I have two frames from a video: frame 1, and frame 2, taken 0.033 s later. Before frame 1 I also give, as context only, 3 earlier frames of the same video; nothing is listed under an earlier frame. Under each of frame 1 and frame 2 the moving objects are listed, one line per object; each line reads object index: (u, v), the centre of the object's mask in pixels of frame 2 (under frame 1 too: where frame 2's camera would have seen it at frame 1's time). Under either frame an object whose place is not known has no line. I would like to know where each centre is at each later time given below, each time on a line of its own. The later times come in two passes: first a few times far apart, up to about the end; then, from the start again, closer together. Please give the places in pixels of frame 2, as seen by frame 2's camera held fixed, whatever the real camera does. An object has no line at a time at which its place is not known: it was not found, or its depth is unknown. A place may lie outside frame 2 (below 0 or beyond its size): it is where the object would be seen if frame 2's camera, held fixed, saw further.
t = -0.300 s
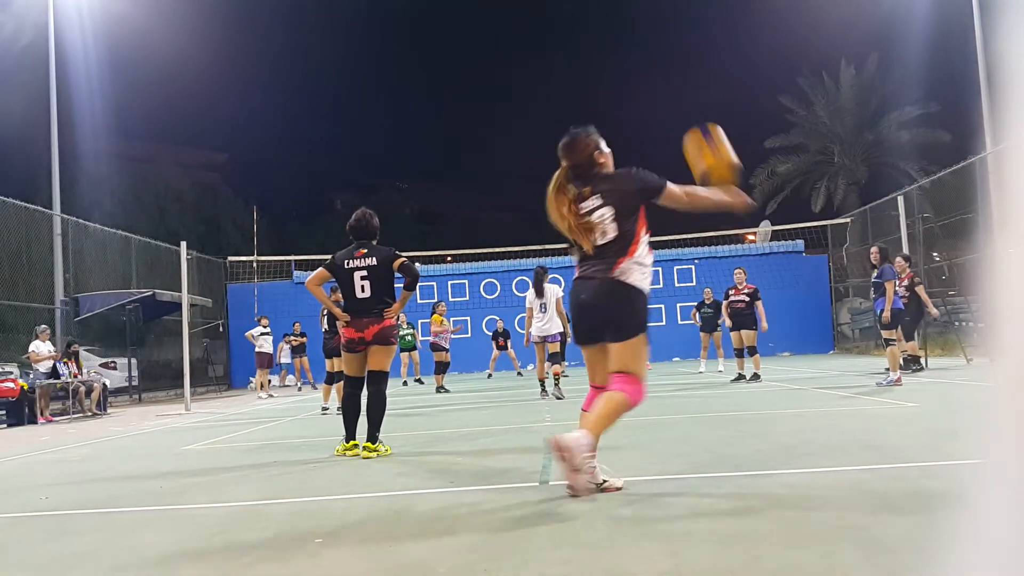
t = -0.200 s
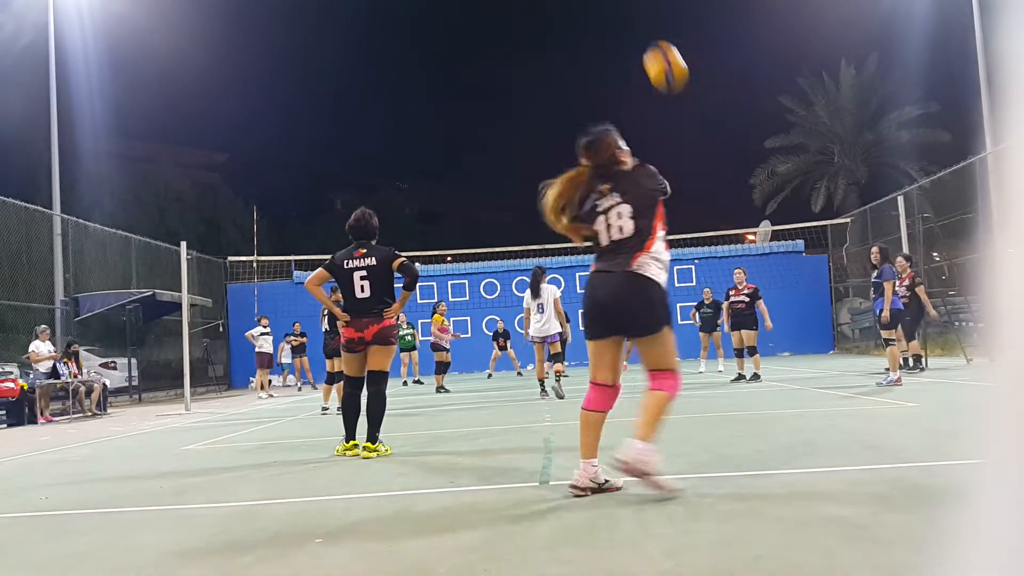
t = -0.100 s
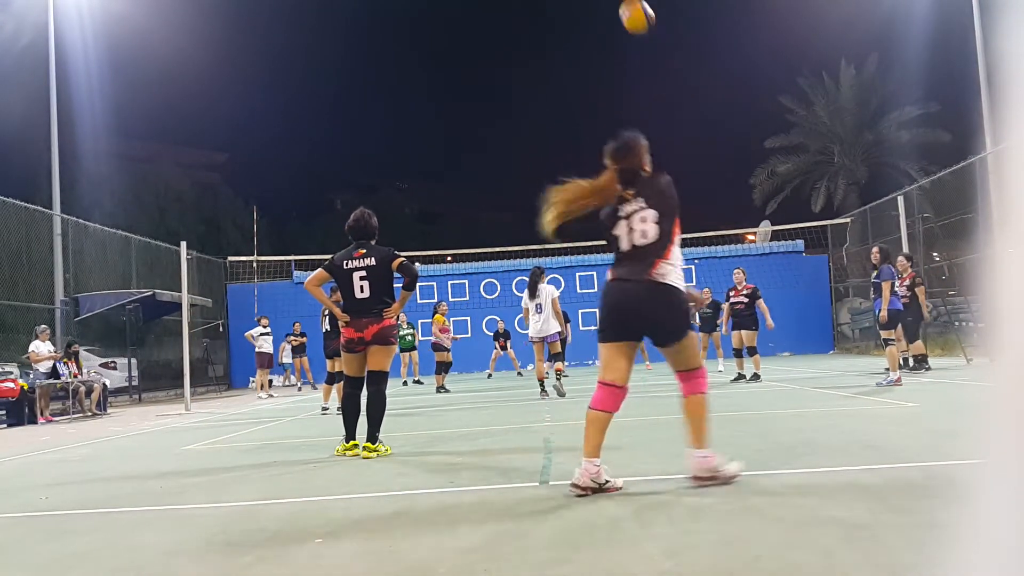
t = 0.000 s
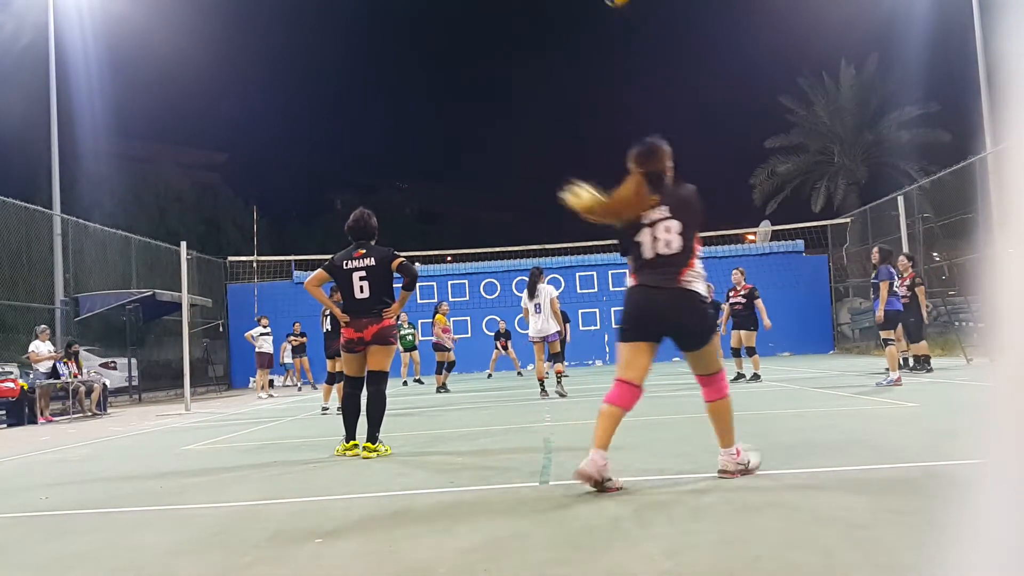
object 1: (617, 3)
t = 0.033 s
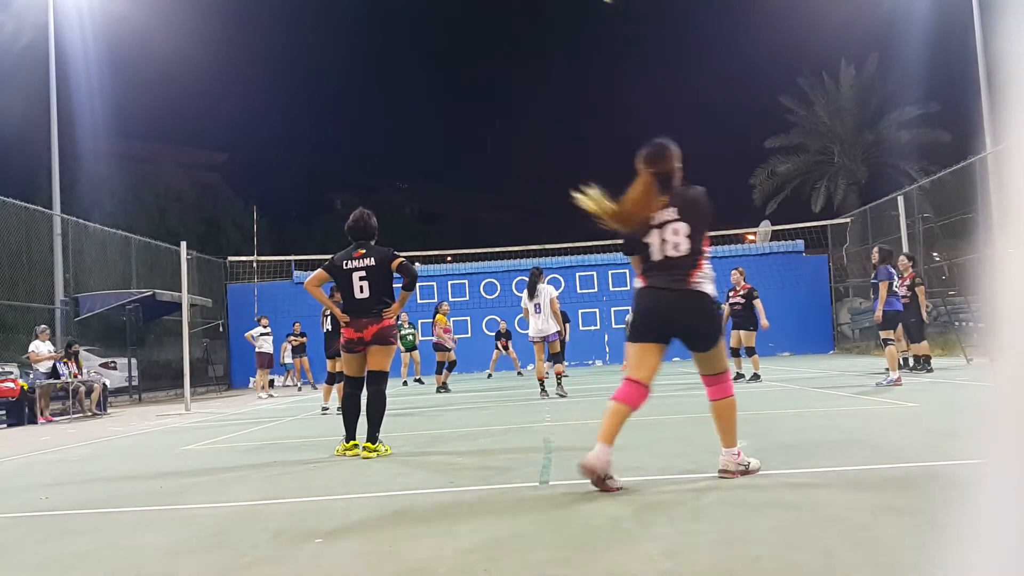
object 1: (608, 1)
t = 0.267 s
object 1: (579, 4)
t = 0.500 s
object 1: (563, 44)
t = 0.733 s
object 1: (552, 109)
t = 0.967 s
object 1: (546, 186)
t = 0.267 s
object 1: (579, 4)
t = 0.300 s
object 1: (577, 6)
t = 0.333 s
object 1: (574, 10)
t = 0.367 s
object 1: (572, 15)
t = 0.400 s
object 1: (569, 22)
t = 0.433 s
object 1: (567, 29)
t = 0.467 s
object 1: (564, 36)
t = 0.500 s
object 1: (563, 44)
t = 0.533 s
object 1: (561, 53)
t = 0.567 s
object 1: (559, 61)
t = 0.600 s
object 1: (557, 71)
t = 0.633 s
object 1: (556, 79)
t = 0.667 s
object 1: (555, 89)
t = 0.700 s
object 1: (553, 99)
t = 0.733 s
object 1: (552, 109)
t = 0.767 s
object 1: (551, 120)
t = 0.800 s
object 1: (550, 130)
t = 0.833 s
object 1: (550, 141)
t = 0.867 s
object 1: (549, 152)
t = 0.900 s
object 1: (548, 163)
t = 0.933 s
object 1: (547, 174)
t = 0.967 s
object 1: (546, 186)
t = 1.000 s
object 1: (546, 198)
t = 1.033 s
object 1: (545, 210)
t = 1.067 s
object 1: (545, 222)
